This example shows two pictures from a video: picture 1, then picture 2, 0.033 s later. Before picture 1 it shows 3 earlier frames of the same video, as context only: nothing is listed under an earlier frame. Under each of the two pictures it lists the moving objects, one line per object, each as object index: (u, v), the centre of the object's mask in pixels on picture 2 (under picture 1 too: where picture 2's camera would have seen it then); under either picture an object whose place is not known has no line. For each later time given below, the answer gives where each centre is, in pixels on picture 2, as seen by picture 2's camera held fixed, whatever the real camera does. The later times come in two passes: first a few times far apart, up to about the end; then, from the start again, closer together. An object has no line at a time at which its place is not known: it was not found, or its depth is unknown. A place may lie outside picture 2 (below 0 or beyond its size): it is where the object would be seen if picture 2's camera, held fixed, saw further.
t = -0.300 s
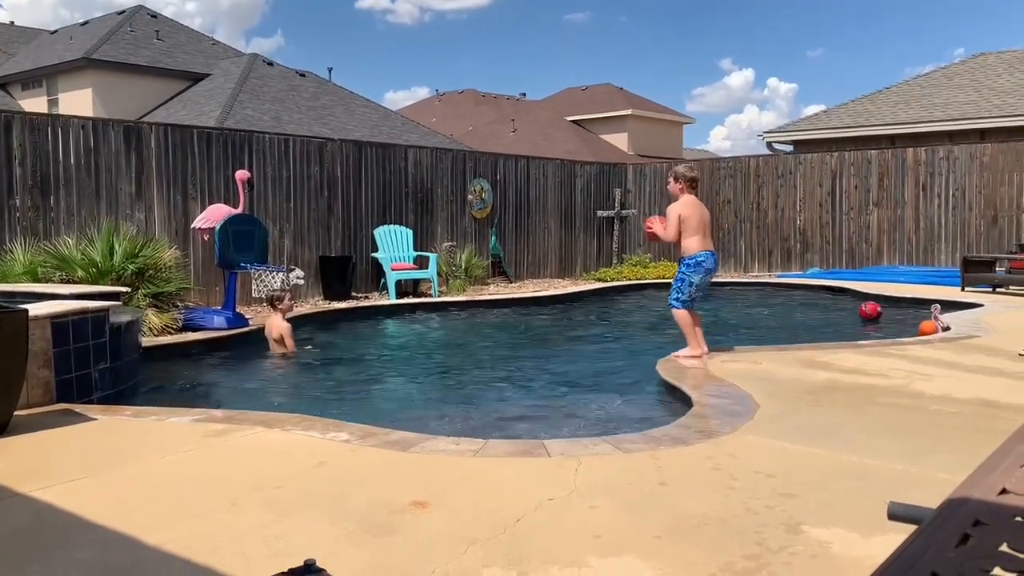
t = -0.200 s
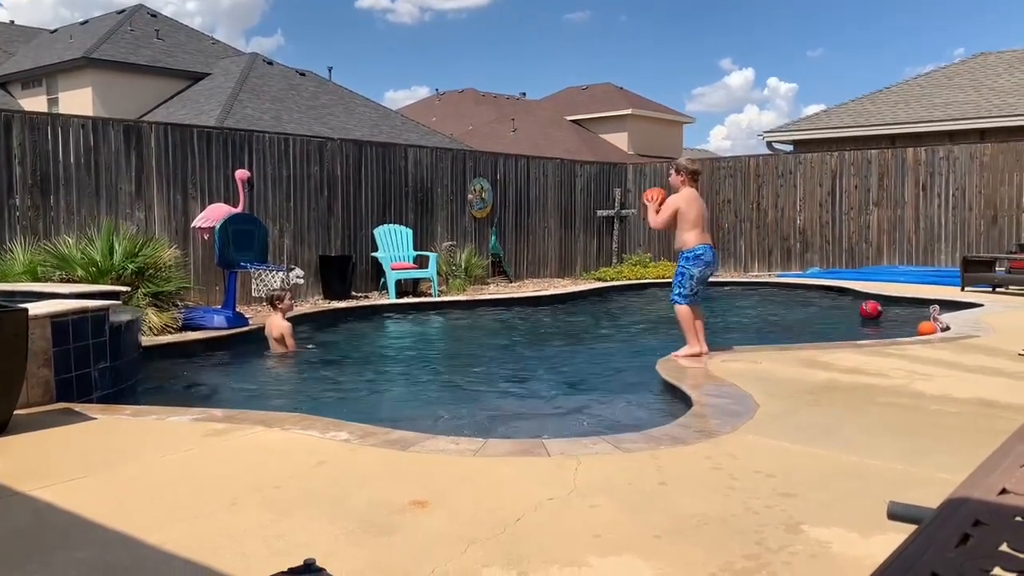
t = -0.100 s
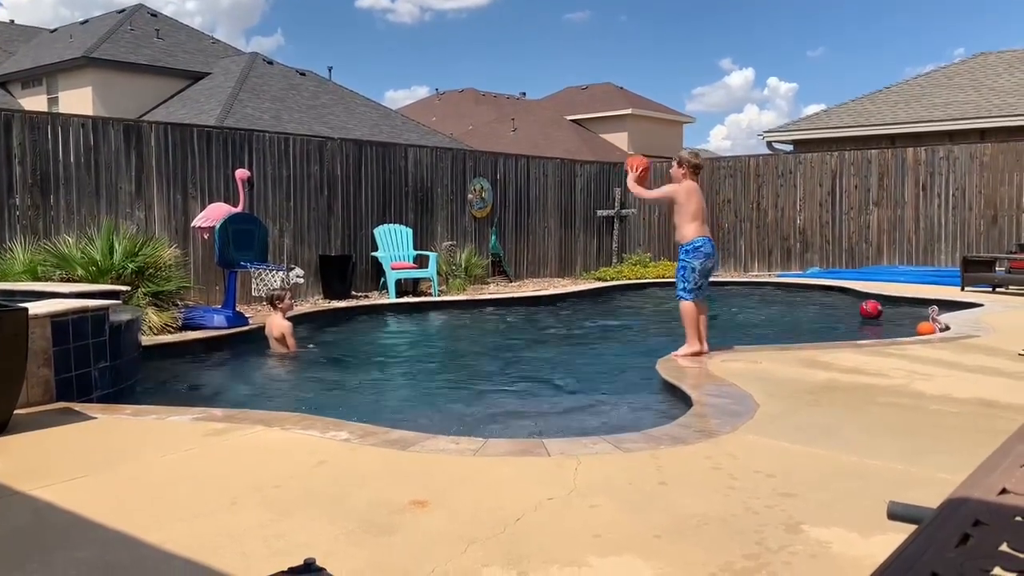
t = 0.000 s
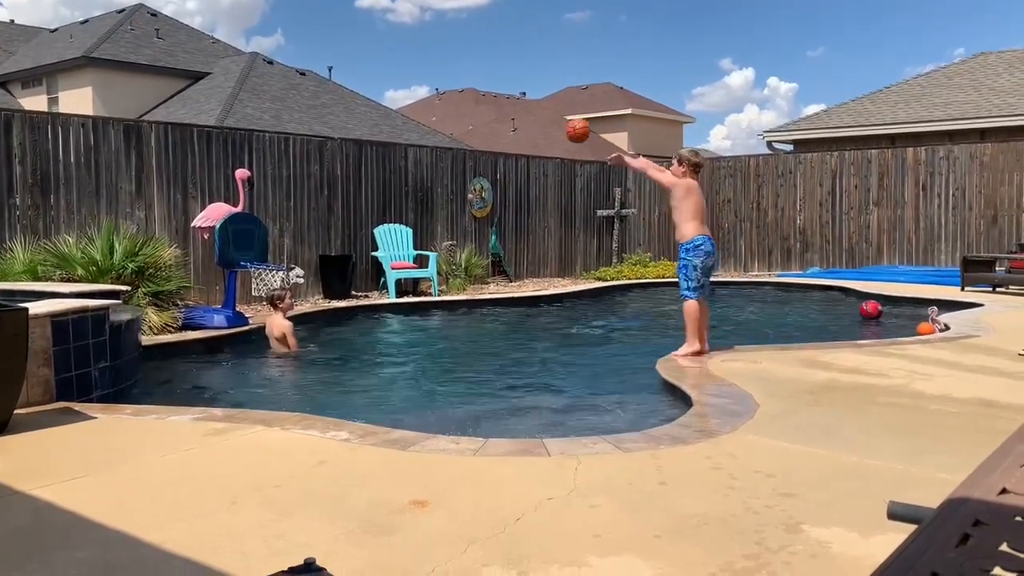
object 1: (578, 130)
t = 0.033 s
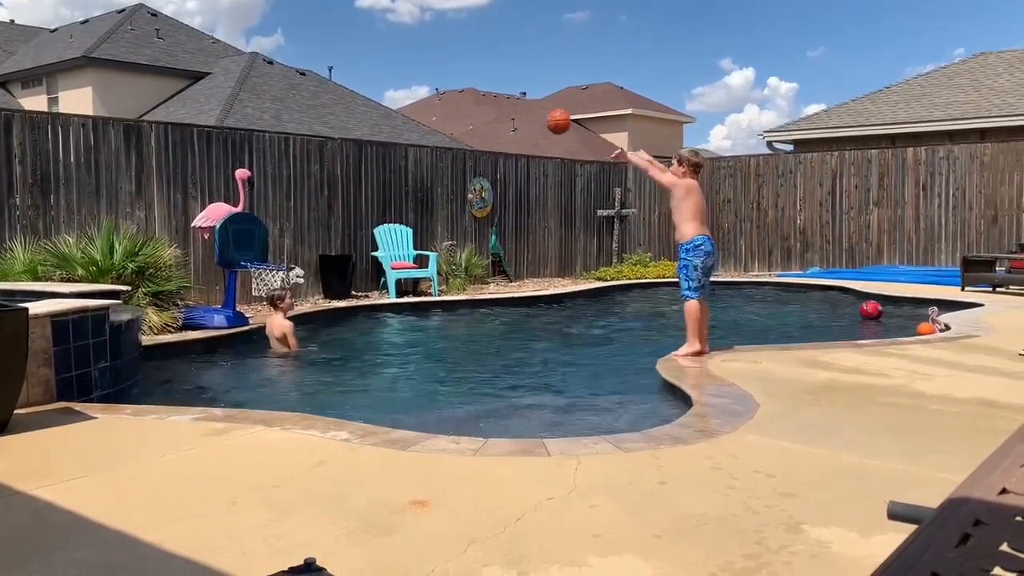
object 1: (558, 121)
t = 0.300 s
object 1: (417, 107)
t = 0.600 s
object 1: (283, 189)
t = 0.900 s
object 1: (279, 304)
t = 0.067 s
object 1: (539, 114)
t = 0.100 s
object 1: (521, 109)
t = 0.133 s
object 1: (502, 105)
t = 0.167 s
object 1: (484, 102)
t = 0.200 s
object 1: (467, 101)
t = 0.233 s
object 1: (450, 101)
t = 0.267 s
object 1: (433, 103)
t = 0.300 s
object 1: (417, 107)
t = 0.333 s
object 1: (401, 111)
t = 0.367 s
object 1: (385, 117)
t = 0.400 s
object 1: (369, 124)
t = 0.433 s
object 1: (354, 131)
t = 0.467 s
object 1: (339, 140)
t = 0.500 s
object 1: (324, 150)
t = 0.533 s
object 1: (310, 163)
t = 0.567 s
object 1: (297, 175)
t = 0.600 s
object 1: (283, 189)
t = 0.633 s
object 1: (271, 204)
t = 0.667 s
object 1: (258, 219)
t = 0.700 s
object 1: (246, 236)
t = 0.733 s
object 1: (253, 247)
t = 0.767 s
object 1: (260, 256)
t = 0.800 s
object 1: (267, 270)
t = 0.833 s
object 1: (272, 281)
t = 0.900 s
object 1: (279, 304)
